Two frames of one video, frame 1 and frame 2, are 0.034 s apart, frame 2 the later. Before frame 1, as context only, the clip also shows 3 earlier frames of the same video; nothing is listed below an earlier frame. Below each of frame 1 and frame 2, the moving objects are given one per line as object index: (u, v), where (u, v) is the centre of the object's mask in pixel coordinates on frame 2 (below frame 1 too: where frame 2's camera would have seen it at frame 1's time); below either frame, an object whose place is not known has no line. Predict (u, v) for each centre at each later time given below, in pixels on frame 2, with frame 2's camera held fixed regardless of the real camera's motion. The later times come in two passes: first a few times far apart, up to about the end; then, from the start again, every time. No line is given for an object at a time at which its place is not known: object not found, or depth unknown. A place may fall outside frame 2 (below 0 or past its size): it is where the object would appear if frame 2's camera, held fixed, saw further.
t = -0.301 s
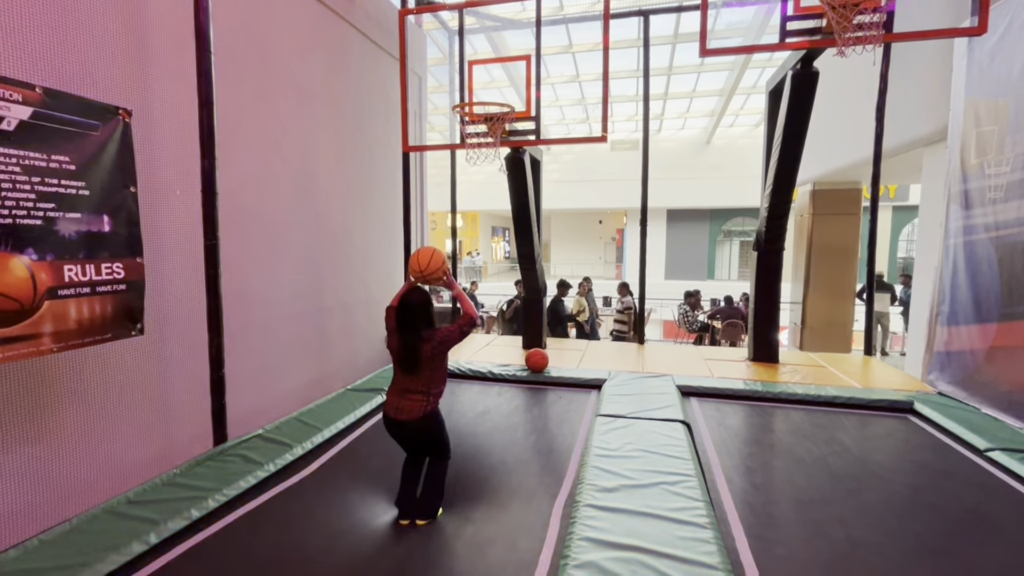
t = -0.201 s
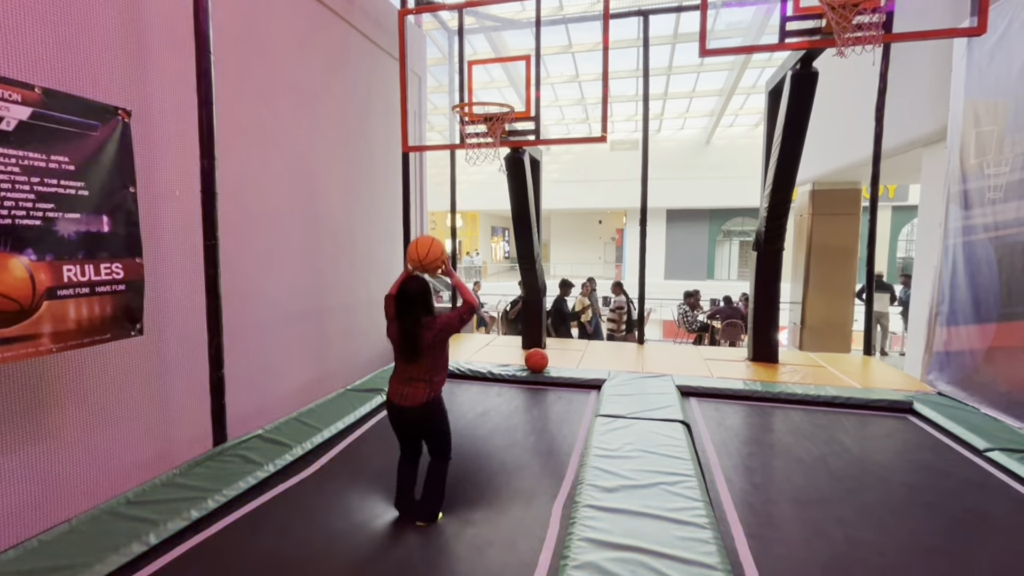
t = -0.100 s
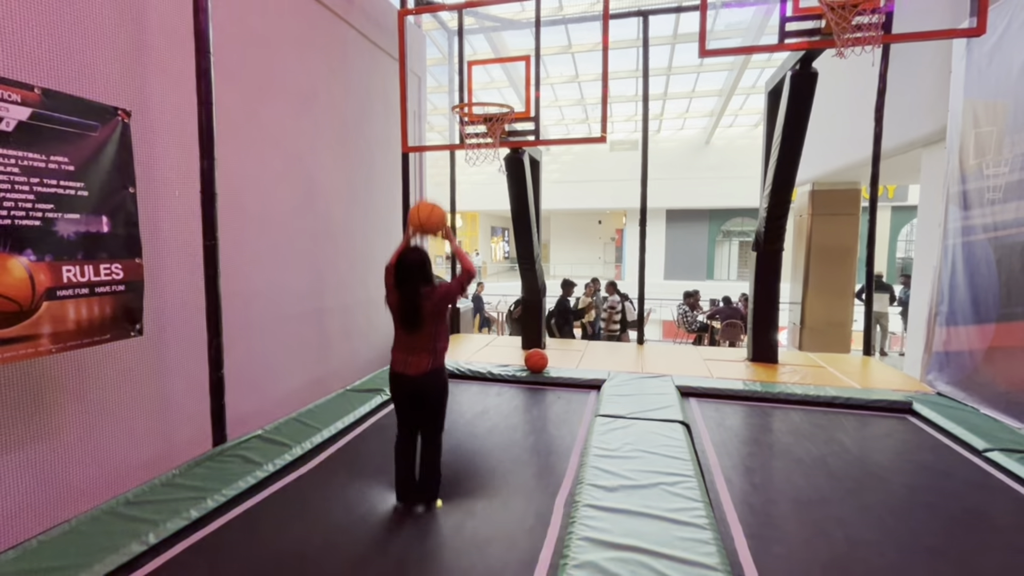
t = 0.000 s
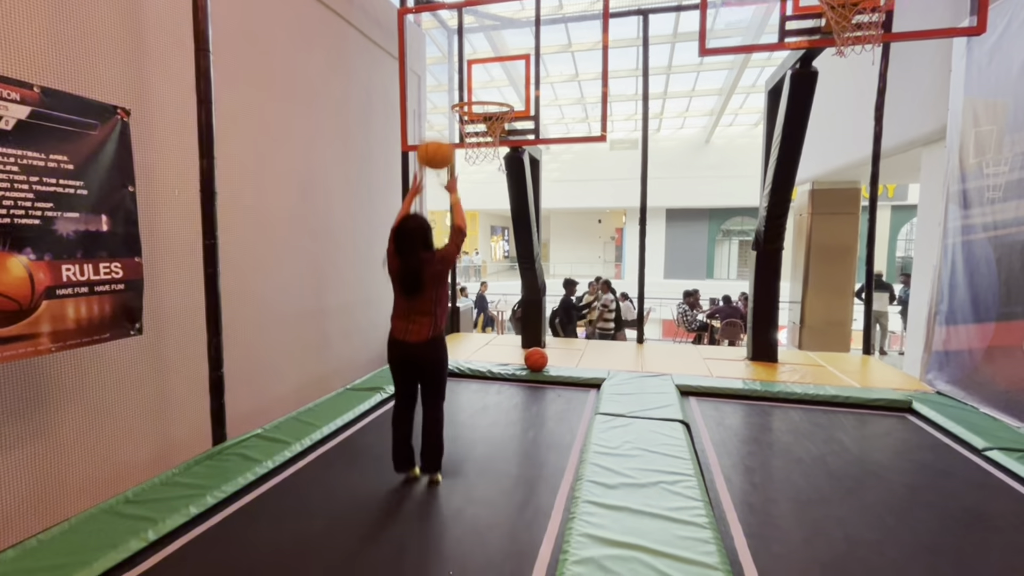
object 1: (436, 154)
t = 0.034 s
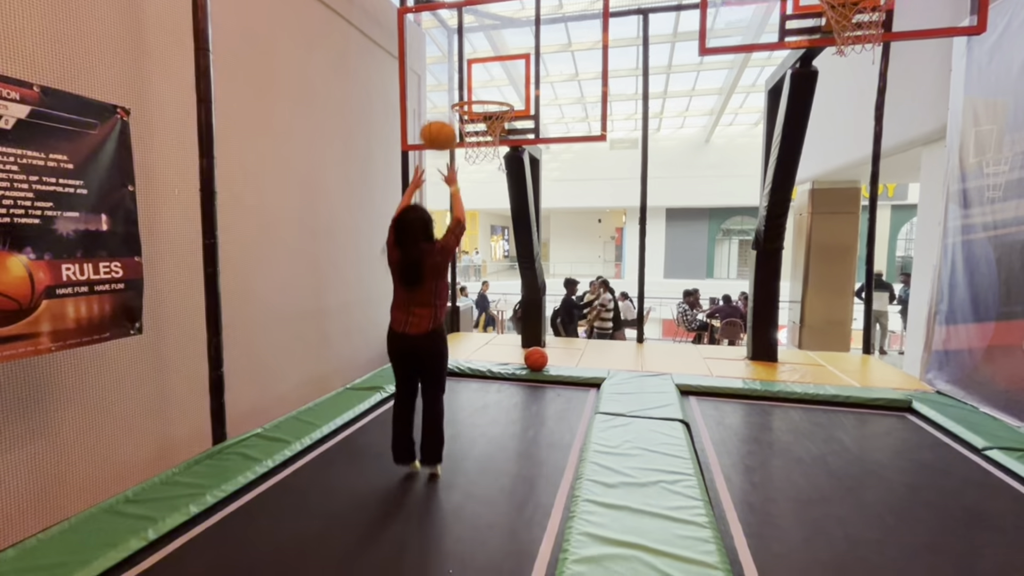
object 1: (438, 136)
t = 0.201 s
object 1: (454, 76)
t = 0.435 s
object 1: (472, 74)
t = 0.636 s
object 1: (482, 100)
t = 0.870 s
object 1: (488, 142)
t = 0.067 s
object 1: (442, 119)
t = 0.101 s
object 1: (445, 104)
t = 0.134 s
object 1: (448, 93)
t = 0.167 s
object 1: (452, 83)
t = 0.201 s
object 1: (454, 76)
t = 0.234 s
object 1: (457, 70)
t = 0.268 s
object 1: (460, 67)
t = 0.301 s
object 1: (462, 65)
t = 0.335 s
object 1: (464, 65)
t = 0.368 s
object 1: (467, 67)
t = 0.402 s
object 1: (469, 69)
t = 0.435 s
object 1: (472, 74)
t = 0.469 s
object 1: (474, 80)
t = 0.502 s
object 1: (476, 85)
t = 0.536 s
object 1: (477, 87)
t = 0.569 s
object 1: (479, 88)
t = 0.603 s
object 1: (480, 94)
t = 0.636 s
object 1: (482, 100)
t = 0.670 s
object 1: (483, 108)
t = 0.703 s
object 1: (484, 115)
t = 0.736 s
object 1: (484, 122)
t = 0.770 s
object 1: (488, 131)
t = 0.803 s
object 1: (488, 138)
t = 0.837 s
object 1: (488, 141)
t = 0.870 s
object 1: (488, 142)
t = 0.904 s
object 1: (488, 144)
